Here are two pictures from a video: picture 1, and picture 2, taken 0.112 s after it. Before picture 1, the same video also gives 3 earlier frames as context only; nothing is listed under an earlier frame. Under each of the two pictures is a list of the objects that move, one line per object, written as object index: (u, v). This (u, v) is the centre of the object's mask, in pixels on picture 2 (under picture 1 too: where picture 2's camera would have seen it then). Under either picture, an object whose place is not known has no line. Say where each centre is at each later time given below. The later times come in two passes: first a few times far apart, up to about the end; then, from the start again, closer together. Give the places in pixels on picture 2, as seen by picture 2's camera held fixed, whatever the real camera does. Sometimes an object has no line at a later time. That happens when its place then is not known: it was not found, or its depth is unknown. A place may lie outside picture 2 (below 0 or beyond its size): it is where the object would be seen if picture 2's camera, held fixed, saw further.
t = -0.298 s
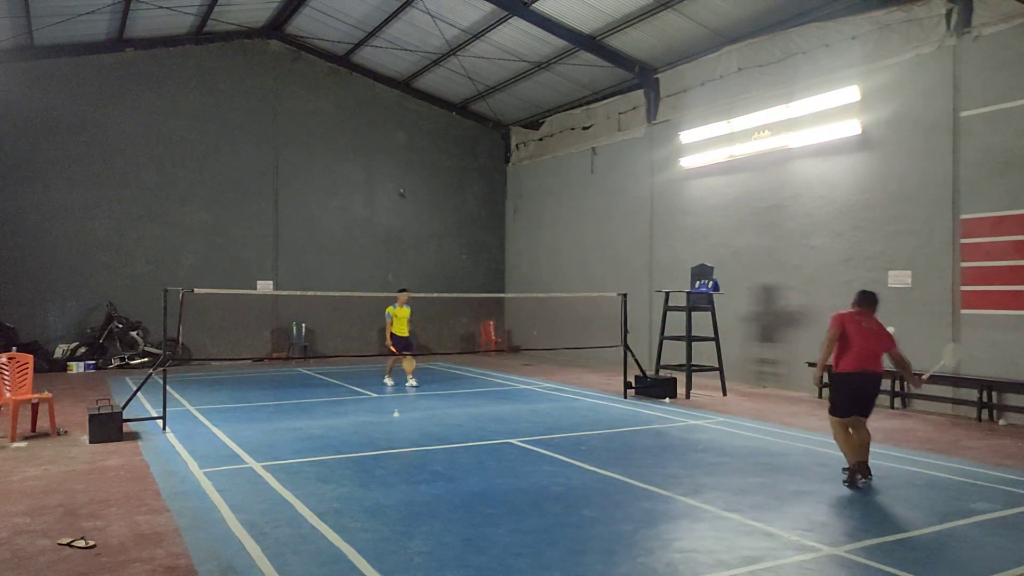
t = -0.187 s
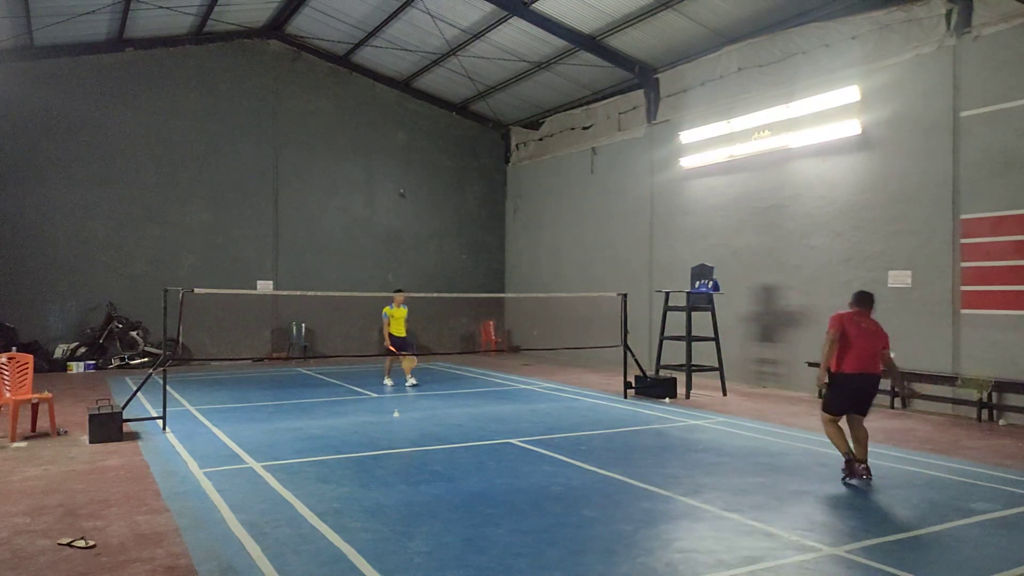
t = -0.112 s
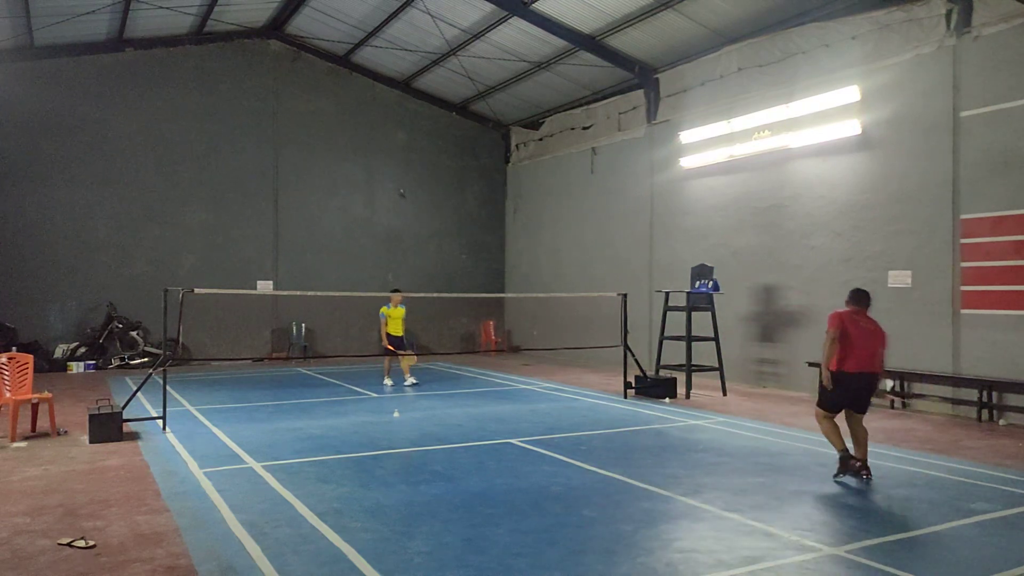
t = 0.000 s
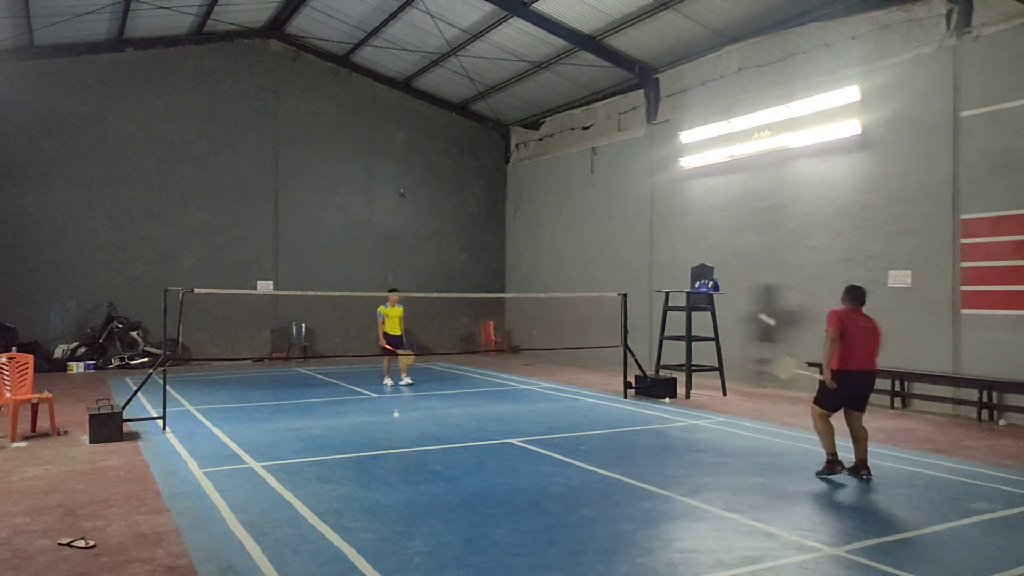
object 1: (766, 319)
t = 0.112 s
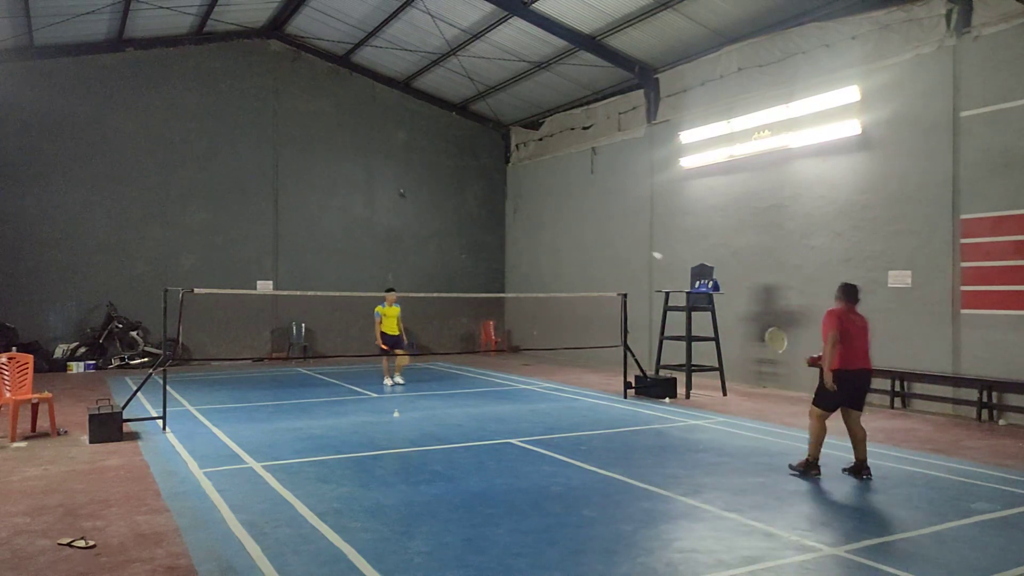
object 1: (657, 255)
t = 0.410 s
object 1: (531, 213)
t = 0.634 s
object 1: (483, 228)
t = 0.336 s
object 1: (550, 214)
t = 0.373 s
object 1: (541, 213)
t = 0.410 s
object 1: (531, 213)
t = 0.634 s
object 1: (483, 228)
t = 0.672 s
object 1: (481, 230)
